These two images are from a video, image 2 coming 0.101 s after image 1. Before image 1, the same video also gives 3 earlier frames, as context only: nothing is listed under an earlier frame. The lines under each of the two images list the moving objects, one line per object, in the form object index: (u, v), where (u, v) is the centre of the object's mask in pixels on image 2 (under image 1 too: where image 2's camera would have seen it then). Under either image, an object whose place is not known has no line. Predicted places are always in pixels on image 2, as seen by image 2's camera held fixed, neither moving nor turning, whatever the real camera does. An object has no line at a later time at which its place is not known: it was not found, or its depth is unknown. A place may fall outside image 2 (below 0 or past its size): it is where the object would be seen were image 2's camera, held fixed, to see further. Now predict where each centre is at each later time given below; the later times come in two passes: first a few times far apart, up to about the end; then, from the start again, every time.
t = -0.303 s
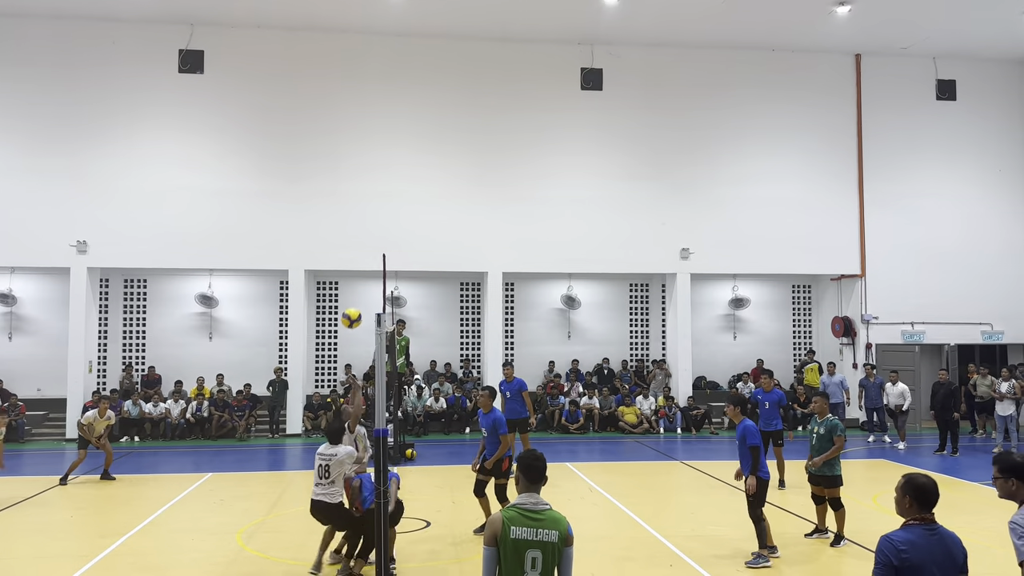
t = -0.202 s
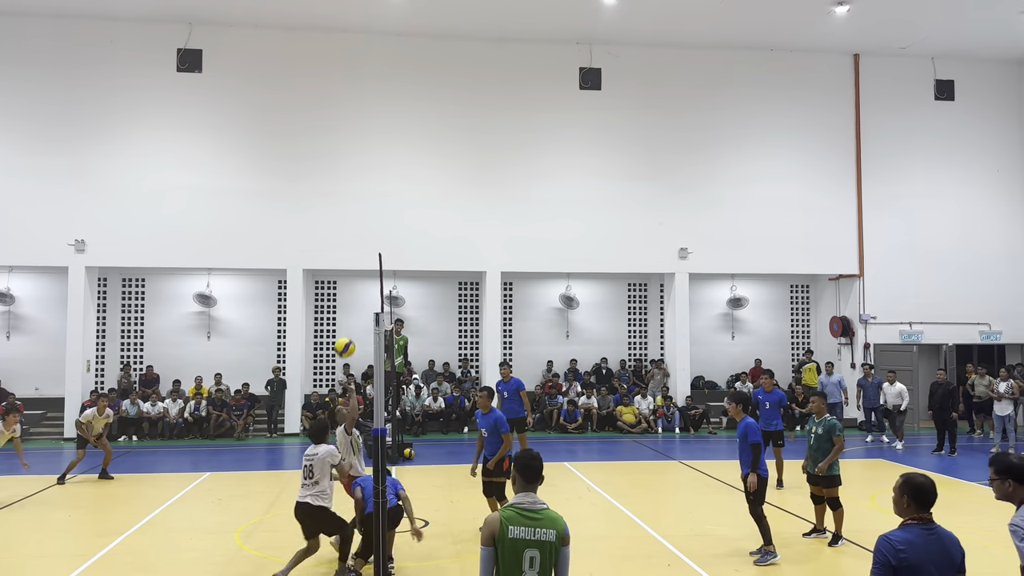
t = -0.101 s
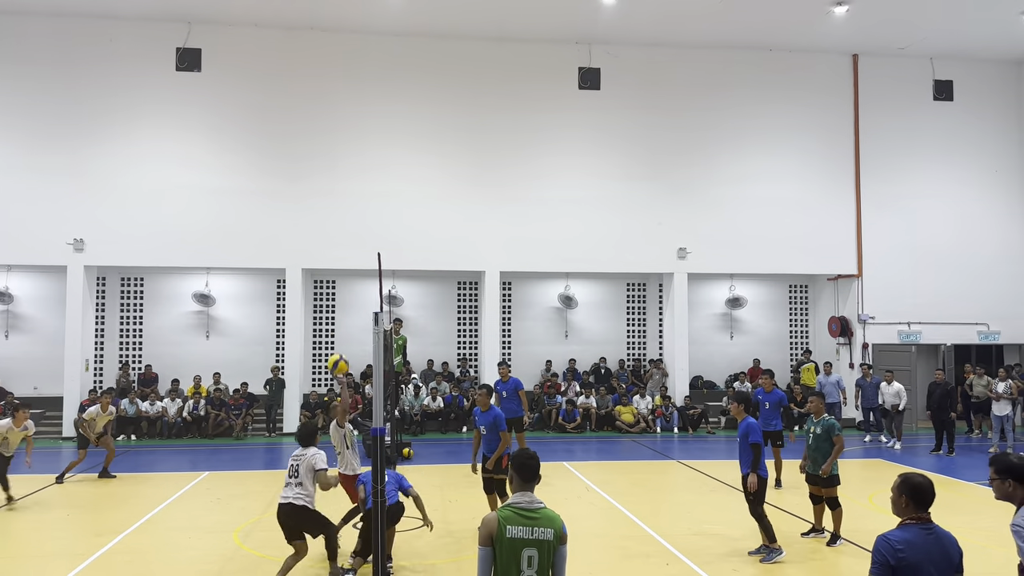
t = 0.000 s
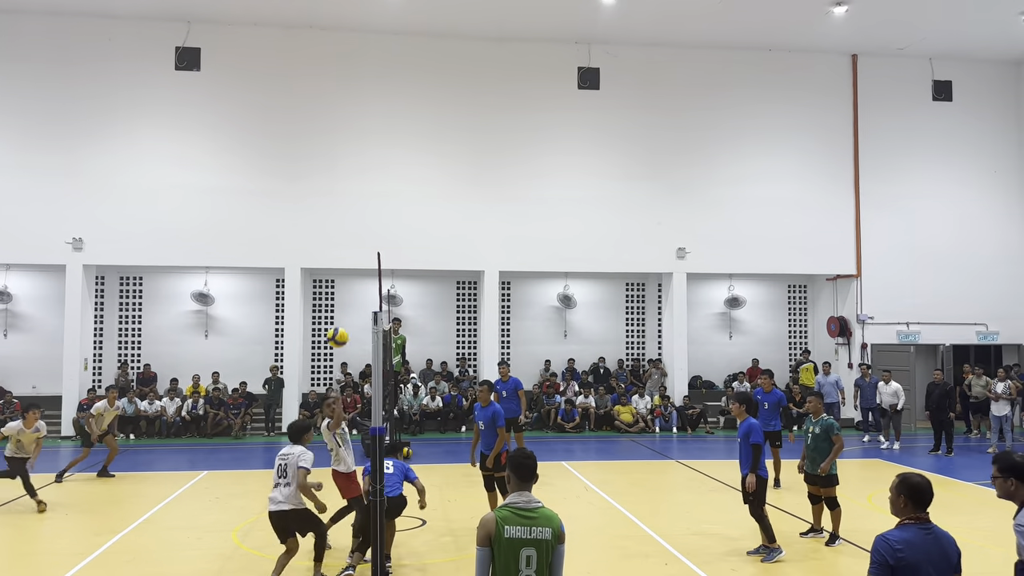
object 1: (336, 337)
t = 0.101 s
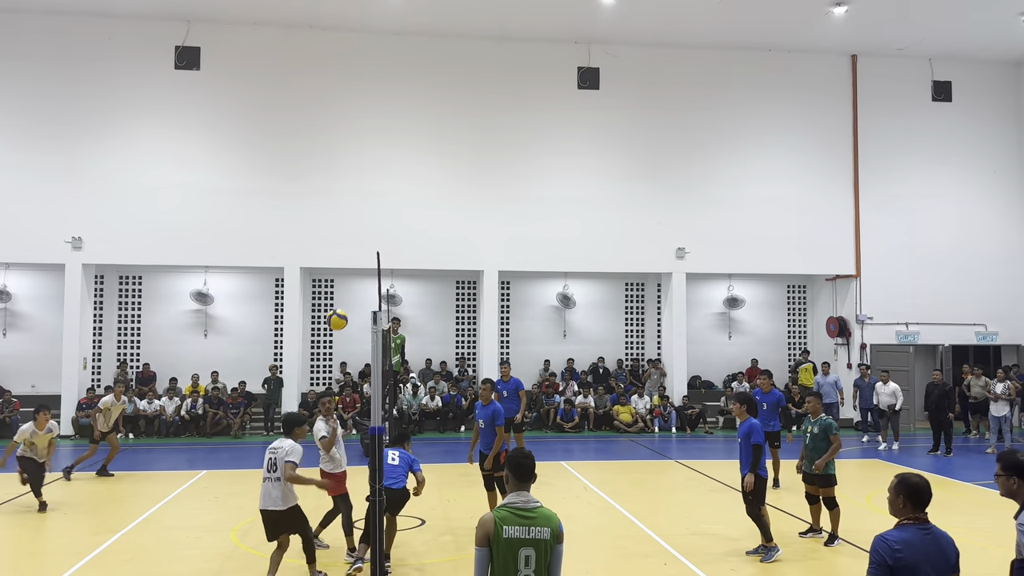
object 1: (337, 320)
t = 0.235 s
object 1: (337, 311)
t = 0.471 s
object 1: (337, 338)
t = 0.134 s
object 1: (337, 316)
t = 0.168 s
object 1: (337, 313)
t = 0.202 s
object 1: (337, 312)
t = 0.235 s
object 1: (337, 311)
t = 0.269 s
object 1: (337, 311)
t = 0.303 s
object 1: (337, 313)
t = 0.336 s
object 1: (337, 316)
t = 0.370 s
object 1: (337, 320)
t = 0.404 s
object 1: (337, 324)
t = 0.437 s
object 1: (337, 331)
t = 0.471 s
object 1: (337, 338)
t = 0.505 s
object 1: (337, 347)
